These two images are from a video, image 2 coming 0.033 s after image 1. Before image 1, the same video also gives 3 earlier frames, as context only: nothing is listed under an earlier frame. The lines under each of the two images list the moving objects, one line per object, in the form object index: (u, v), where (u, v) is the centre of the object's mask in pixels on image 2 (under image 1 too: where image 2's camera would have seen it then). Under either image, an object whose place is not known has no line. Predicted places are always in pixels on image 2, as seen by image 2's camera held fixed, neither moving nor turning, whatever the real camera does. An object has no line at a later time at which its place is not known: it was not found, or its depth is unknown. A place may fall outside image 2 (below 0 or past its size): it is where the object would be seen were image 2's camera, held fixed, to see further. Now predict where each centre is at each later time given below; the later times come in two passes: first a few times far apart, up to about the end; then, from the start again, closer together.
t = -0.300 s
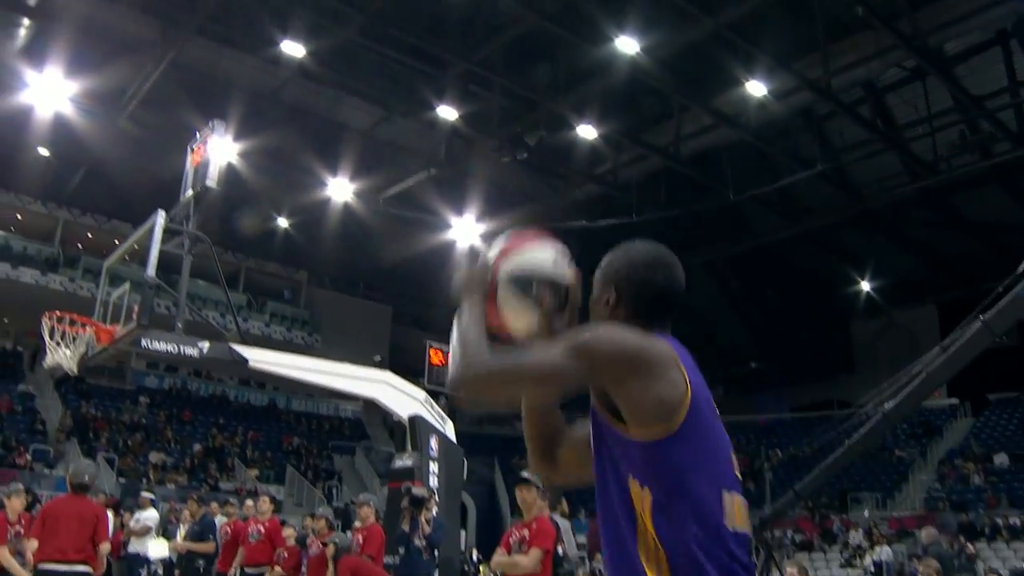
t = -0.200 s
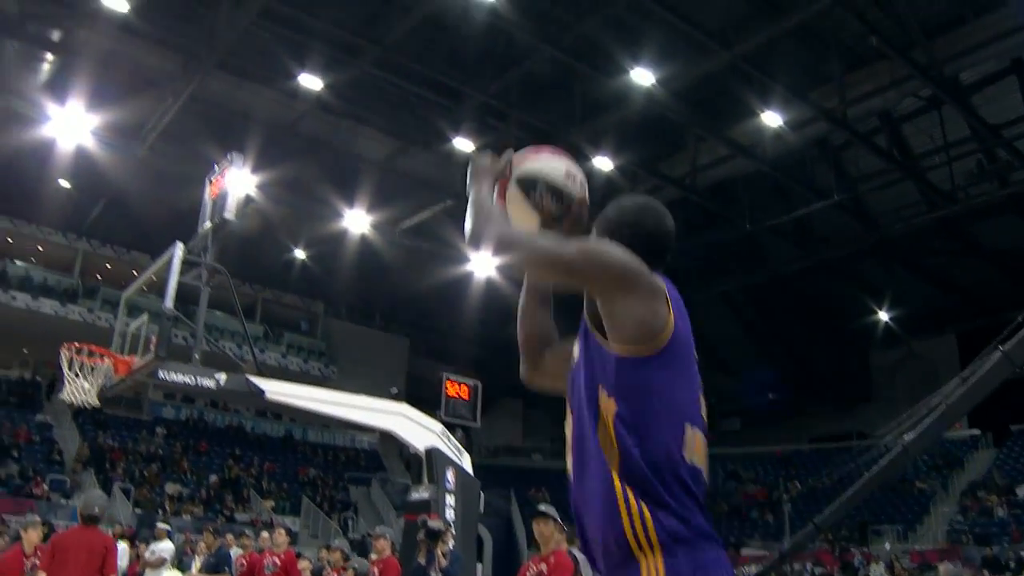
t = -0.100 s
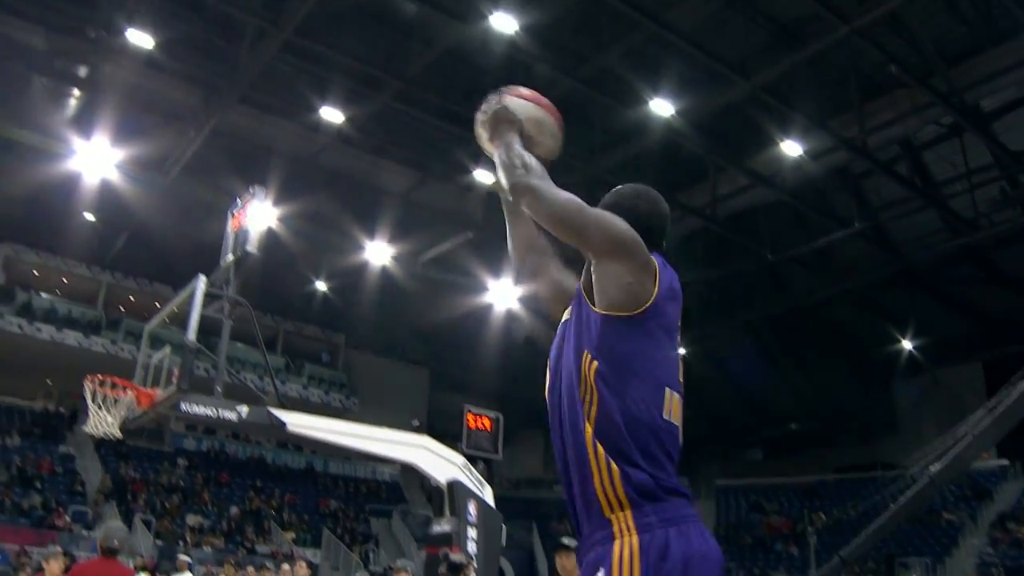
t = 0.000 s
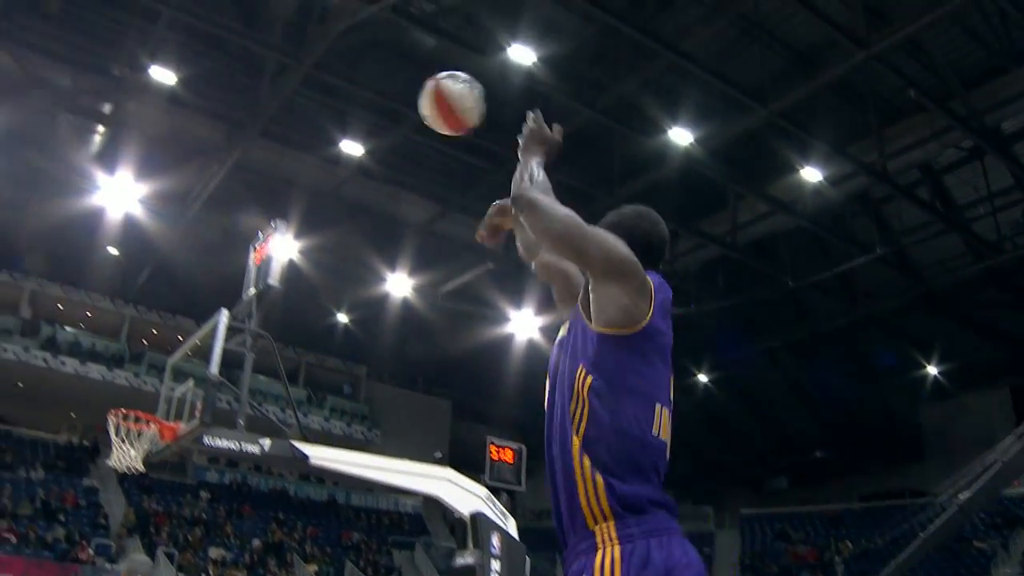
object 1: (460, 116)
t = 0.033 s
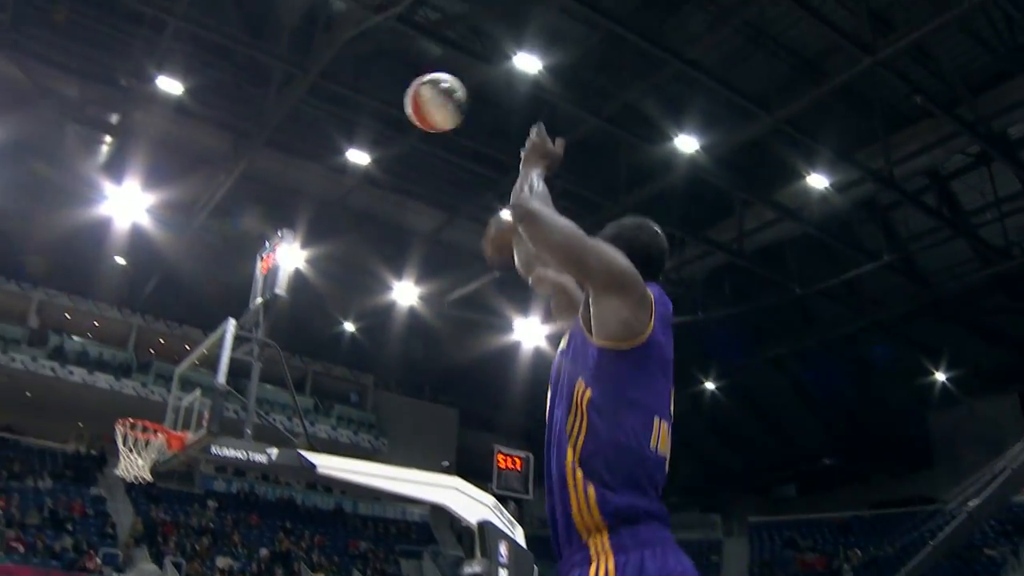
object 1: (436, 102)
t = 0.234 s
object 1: (341, 91)
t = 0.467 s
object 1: (271, 144)
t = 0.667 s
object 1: (222, 217)
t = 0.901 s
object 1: (167, 332)
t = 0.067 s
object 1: (415, 93)
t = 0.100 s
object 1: (397, 88)
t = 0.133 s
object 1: (380, 86)
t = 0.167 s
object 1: (366, 87)
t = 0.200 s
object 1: (353, 89)
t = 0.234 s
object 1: (341, 91)
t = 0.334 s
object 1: (308, 108)
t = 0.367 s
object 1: (298, 117)
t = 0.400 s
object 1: (288, 125)
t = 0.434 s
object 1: (280, 134)
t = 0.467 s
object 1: (271, 144)
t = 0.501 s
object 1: (262, 154)
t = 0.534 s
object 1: (254, 165)
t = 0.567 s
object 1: (246, 178)
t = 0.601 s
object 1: (238, 190)
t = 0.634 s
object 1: (229, 204)
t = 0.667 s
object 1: (222, 217)
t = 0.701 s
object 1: (214, 232)
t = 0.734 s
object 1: (206, 247)
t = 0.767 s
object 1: (199, 263)
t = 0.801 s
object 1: (191, 279)
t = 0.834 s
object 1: (183, 297)
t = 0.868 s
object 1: (174, 315)
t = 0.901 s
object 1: (167, 332)
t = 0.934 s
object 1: (162, 348)
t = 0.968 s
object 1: (156, 368)
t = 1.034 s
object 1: (144, 404)
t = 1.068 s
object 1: (136, 424)
